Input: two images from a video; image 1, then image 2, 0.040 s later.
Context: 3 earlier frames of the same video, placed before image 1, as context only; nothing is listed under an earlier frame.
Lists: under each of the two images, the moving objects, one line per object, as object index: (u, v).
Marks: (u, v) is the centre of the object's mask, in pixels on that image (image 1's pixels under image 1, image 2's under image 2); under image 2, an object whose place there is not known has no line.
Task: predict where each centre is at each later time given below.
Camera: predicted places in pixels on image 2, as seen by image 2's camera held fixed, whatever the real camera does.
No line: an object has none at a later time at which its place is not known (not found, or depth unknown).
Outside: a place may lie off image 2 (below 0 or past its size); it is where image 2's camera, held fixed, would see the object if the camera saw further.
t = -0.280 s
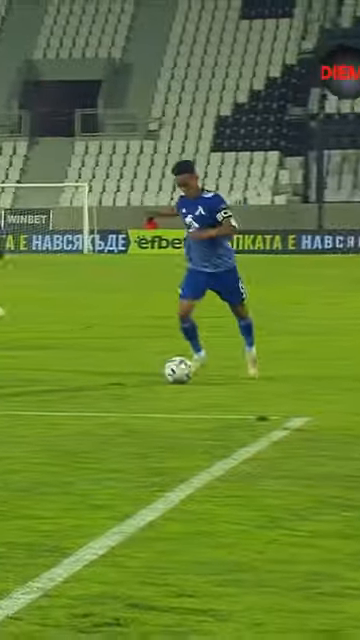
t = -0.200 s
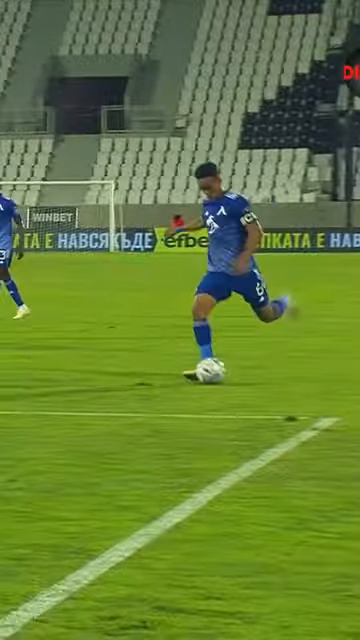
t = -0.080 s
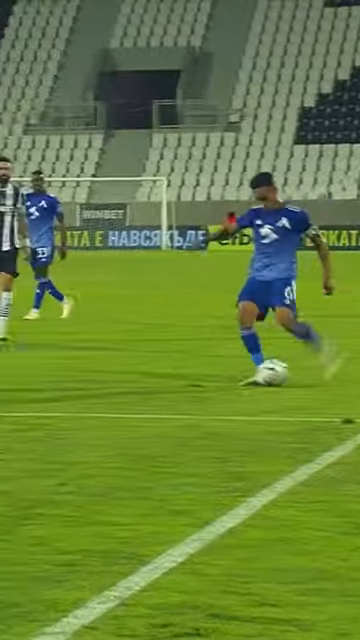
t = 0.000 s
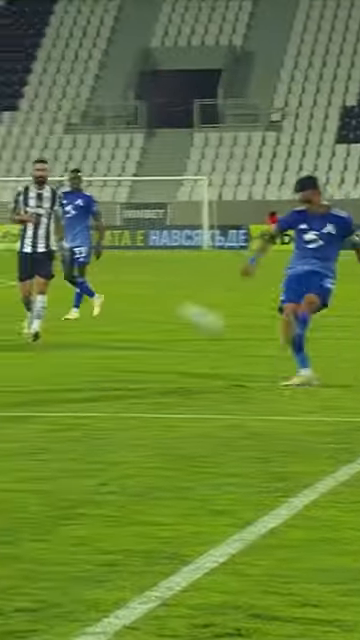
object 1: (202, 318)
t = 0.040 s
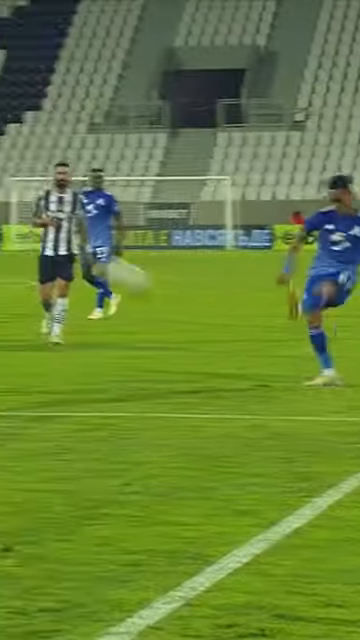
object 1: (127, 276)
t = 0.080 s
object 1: (24, 232)
